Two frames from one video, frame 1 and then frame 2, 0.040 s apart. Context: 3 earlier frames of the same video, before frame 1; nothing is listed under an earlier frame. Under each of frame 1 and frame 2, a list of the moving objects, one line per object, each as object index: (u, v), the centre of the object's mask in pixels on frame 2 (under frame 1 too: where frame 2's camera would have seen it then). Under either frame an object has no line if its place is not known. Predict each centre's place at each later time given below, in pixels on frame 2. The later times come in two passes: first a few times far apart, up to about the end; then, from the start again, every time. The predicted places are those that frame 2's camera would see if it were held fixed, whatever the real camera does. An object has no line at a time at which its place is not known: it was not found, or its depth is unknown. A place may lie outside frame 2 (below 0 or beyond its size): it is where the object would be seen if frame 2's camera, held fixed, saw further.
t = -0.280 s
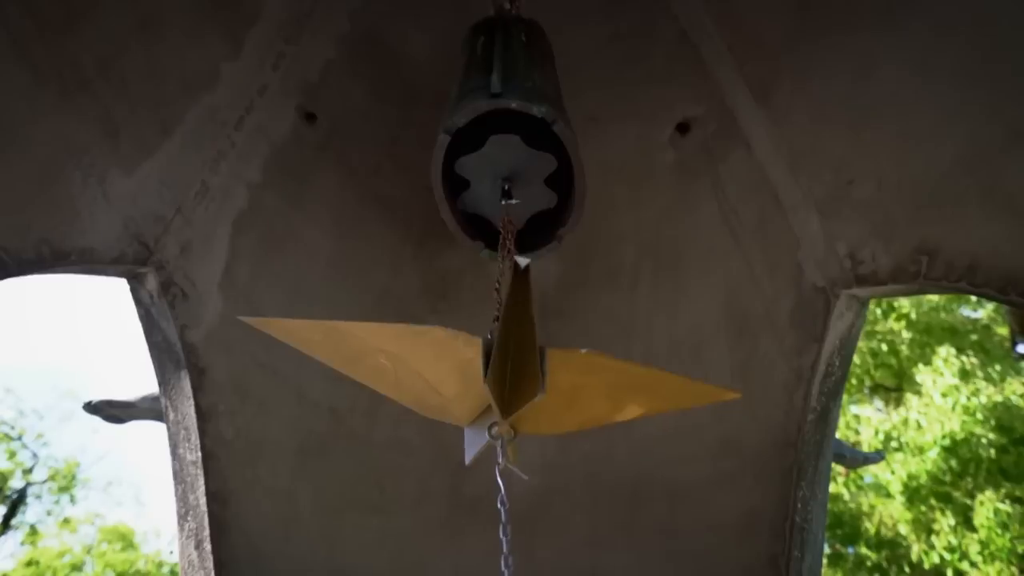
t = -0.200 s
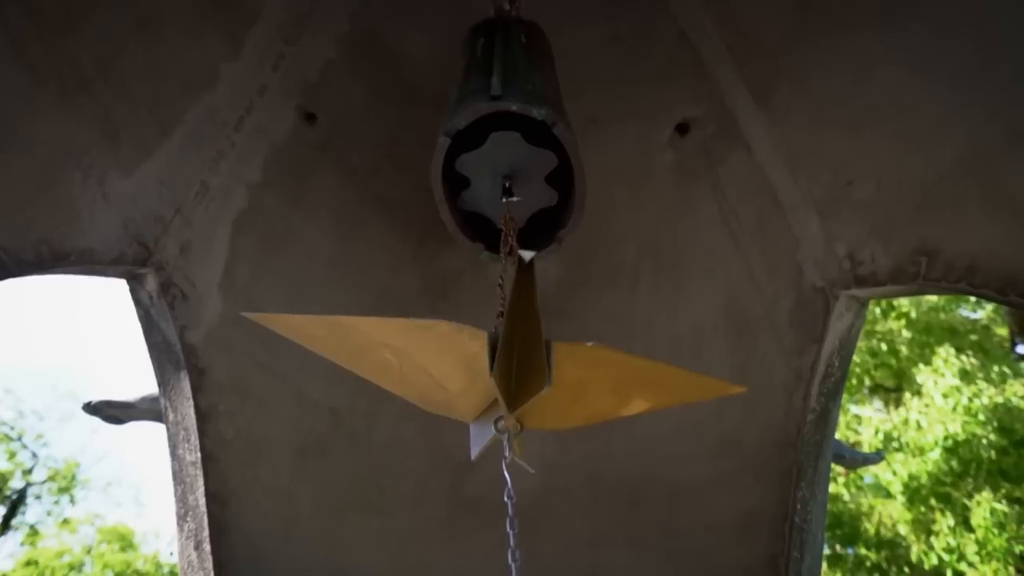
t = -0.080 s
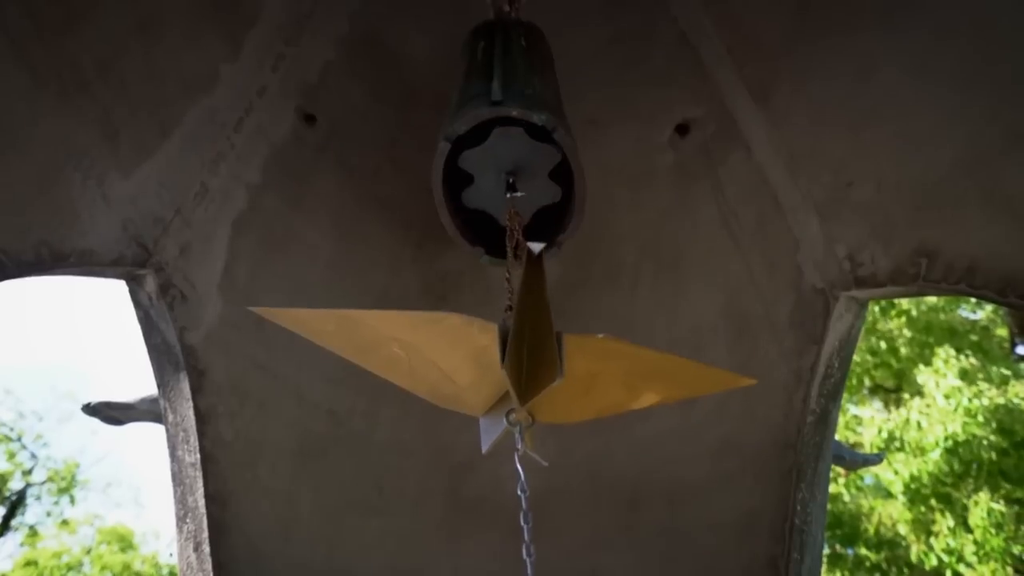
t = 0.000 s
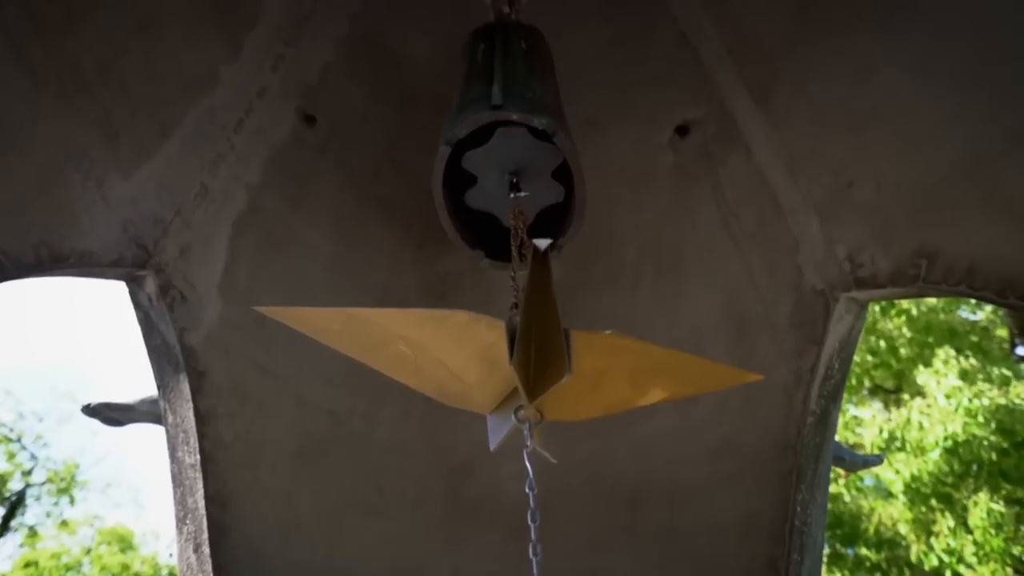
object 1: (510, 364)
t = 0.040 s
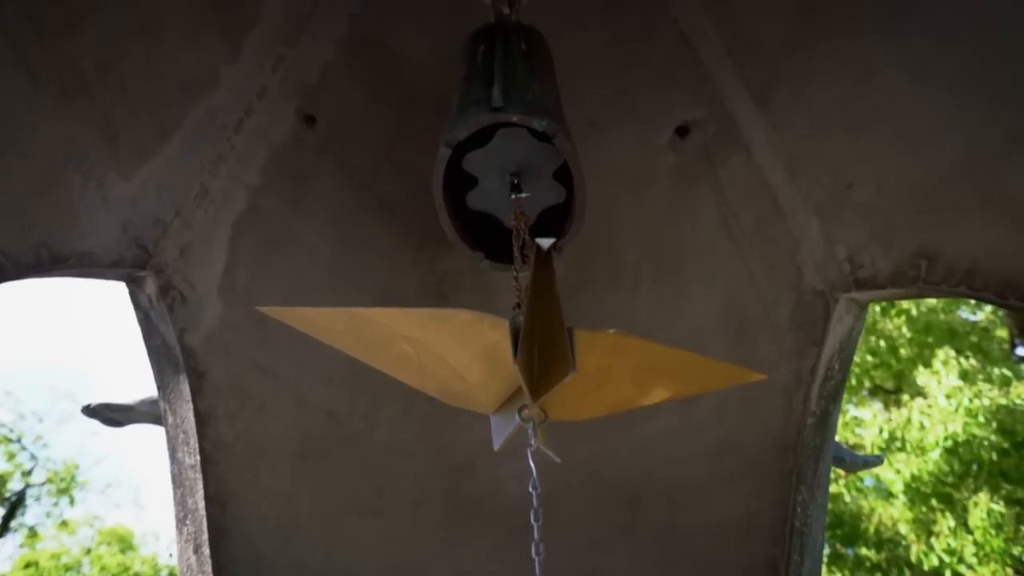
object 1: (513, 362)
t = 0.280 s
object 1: (519, 370)
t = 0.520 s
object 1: (511, 390)
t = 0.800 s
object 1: (491, 408)
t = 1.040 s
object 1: (489, 394)
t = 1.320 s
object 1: (502, 365)
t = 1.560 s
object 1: (512, 351)
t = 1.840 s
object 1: (510, 369)
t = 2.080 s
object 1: (503, 393)
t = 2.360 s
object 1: (496, 405)
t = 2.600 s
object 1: (495, 398)
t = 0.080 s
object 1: (516, 362)
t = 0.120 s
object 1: (518, 362)
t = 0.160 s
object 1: (521, 359)
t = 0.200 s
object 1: (520, 365)
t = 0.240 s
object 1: (522, 363)
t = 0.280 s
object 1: (519, 370)
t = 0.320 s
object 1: (520, 370)
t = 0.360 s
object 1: (518, 374)
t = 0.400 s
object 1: (517, 378)
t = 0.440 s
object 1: (515, 382)
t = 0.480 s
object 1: (513, 385)
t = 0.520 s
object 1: (511, 390)
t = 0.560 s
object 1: (508, 392)
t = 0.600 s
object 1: (505, 396)
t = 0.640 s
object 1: (501, 402)
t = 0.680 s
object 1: (499, 402)
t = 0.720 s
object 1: (496, 402)
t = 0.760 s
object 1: (494, 404)
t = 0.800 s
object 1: (491, 408)
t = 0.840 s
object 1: (491, 403)
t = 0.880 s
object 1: (489, 407)
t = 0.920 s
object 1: (488, 405)
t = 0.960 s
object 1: (489, 399)
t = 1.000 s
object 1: (489, 397)
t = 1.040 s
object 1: (489, 394)
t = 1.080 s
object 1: (490, 390)
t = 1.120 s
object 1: (490, 389)
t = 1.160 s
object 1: (492, 385)
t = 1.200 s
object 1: (494, 380)
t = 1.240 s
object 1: (496, 375)
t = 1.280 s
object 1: (499, 369)
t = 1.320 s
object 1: (502, 365)
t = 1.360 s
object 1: (503, 363)
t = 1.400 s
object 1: (506, 360)
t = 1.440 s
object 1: (508, 357)
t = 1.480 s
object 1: (509, 355)
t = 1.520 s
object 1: (512, 352)
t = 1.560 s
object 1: (512, 351)
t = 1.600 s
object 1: (513, 352)
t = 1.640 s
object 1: (513, 353)
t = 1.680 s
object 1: (513, 355)
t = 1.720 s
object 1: (512, 358)
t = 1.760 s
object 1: (512, 362)
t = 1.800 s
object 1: (511, 365)
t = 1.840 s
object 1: (510, 369)
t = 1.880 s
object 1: (509, 373)
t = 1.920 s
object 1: (507, 377)
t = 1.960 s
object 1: (506, 381)
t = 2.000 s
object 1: (505, 385)
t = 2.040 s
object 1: (504, 389)
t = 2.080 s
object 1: (503, 393)
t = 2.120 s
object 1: (501, 396)
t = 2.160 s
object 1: (500, 399)
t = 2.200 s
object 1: (499, 401)
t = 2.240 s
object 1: (498, 403)
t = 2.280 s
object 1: (497, 404)
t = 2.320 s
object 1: (497, 404)
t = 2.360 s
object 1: (496, 405)
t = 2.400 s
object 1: (496, 404)
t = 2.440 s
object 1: (496, 404)
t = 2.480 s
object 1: (496, 403)
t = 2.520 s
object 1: (495, 402)
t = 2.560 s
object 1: (495, 400)
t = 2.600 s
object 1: (495, 398)
